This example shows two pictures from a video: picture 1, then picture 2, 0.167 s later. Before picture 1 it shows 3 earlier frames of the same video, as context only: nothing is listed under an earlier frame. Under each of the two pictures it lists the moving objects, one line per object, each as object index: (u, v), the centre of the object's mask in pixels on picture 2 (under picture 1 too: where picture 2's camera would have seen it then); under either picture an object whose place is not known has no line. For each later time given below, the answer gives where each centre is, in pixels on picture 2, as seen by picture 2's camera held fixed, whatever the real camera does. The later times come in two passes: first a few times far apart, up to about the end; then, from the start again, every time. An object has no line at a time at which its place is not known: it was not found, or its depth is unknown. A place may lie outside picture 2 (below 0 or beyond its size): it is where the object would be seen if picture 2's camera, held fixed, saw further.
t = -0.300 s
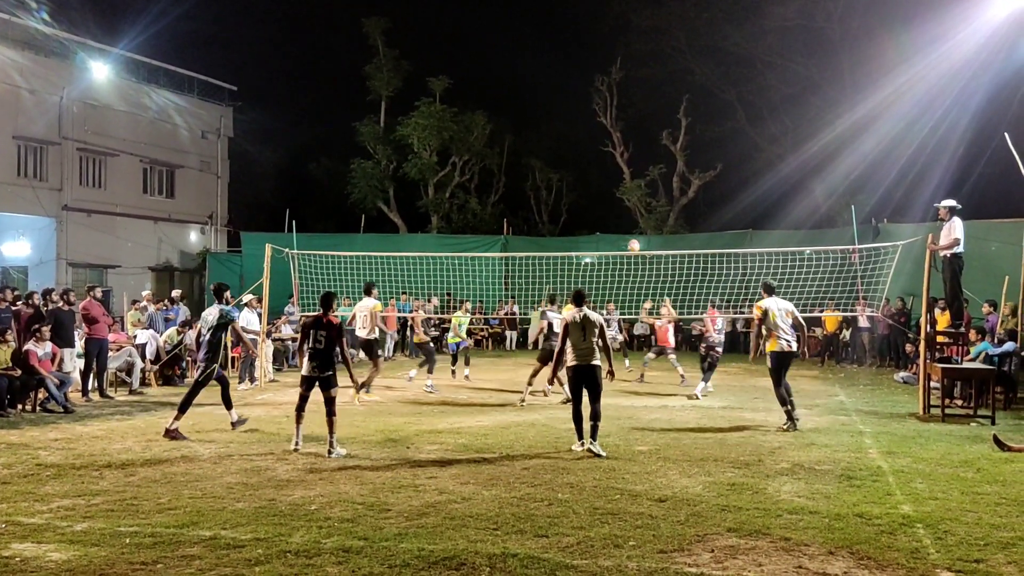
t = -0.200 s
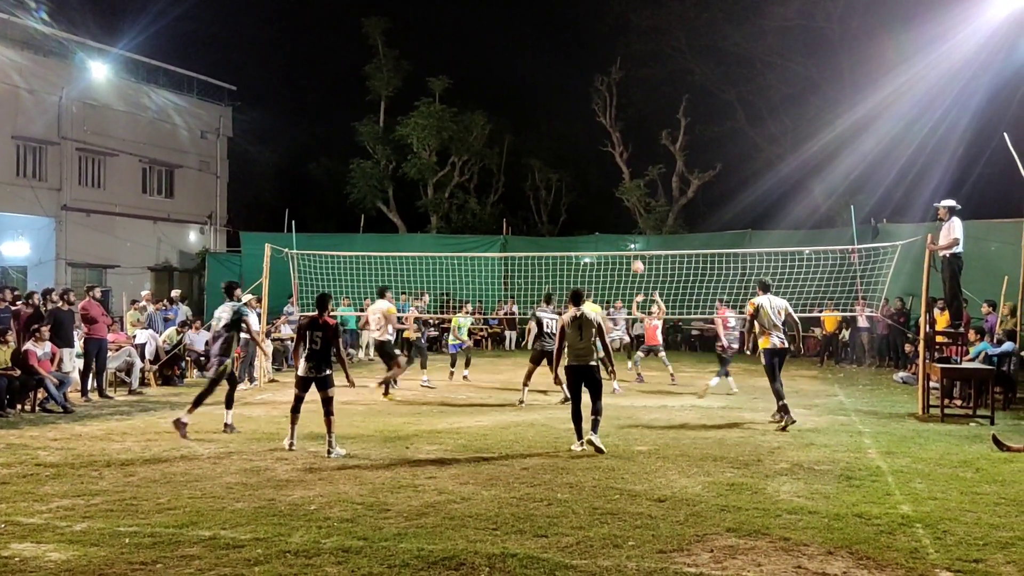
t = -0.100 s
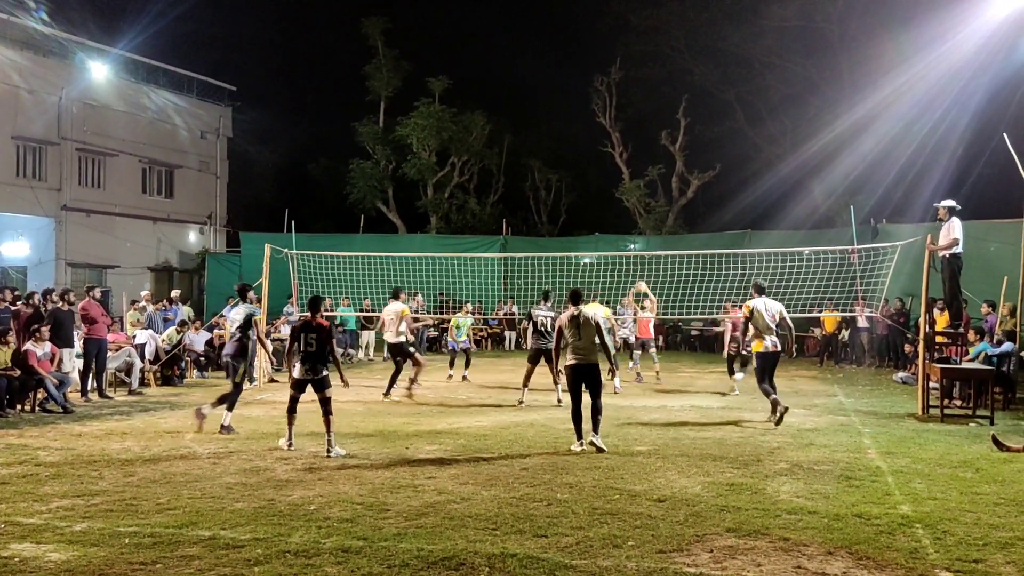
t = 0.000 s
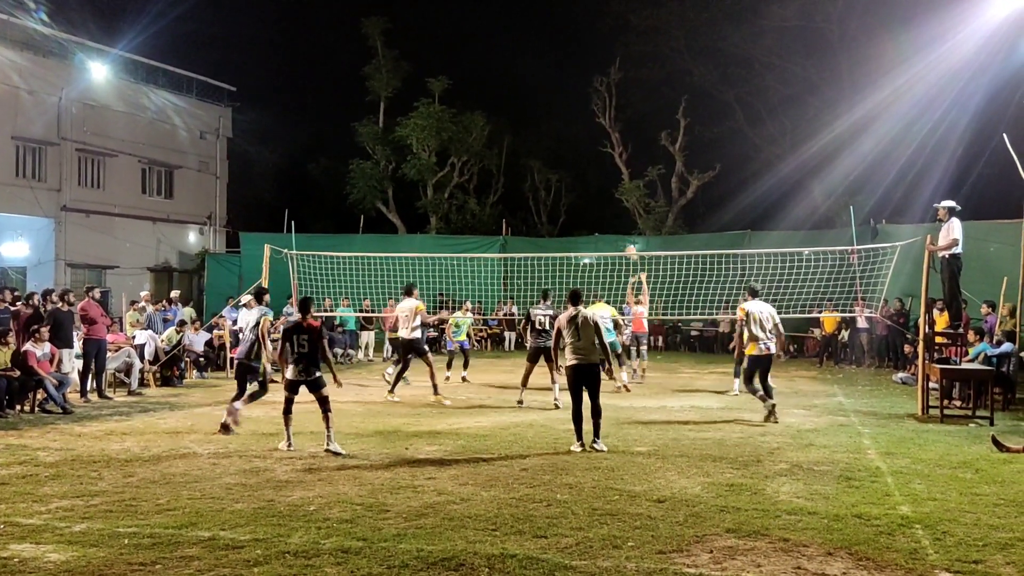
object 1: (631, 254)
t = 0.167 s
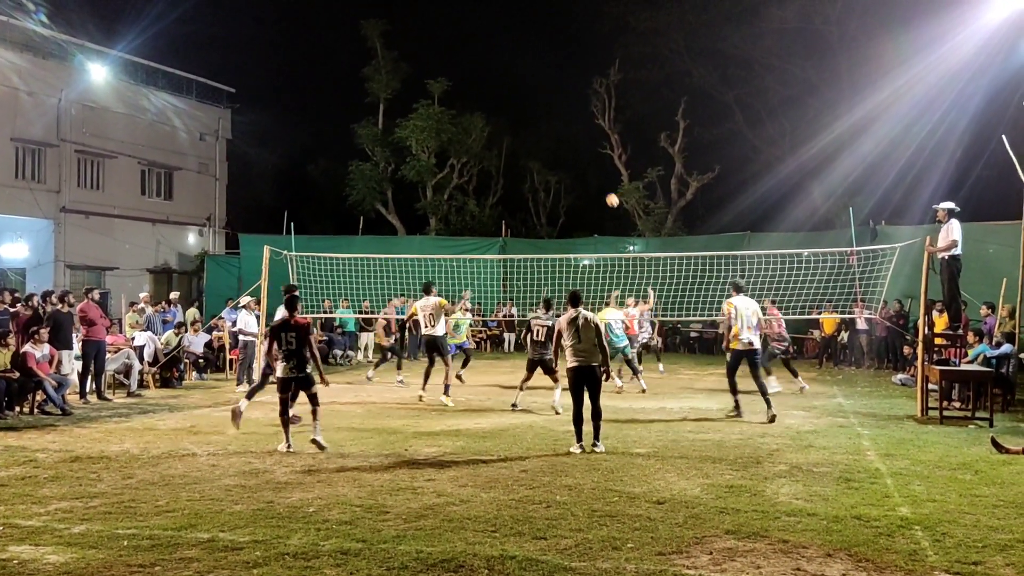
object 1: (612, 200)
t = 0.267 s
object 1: (601, 175)
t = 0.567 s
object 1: (569, 126)
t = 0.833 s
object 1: (538, 122)
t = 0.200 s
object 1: (609, 191)
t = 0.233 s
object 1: (605, 183)
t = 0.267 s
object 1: (601, 175)
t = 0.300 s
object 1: (598, 167)
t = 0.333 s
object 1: (594, 160)
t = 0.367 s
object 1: (591, 154)
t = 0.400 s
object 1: (587, 148)
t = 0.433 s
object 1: (583, 142)
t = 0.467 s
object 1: (580, 137)
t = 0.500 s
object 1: (576, 133)
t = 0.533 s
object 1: (572, 129)
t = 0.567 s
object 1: (569, 126)
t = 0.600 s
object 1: (565, 124)
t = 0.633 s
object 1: (561, 121)
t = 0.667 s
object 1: (557, 120)
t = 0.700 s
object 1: (553, 119)
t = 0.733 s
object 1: (550, 119)
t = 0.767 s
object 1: (546, 119)
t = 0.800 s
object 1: (542, 120)
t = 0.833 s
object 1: (538, 122)
